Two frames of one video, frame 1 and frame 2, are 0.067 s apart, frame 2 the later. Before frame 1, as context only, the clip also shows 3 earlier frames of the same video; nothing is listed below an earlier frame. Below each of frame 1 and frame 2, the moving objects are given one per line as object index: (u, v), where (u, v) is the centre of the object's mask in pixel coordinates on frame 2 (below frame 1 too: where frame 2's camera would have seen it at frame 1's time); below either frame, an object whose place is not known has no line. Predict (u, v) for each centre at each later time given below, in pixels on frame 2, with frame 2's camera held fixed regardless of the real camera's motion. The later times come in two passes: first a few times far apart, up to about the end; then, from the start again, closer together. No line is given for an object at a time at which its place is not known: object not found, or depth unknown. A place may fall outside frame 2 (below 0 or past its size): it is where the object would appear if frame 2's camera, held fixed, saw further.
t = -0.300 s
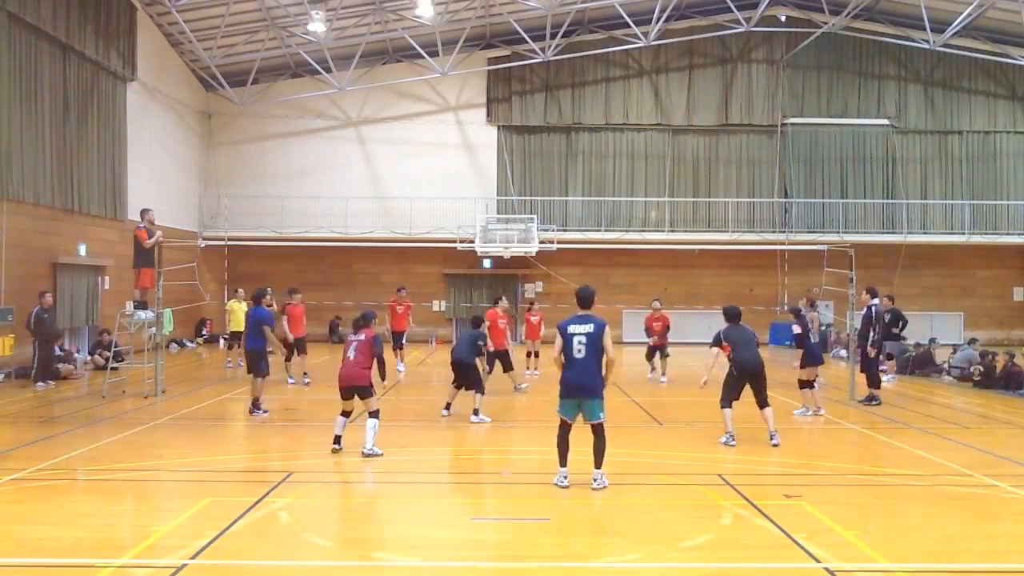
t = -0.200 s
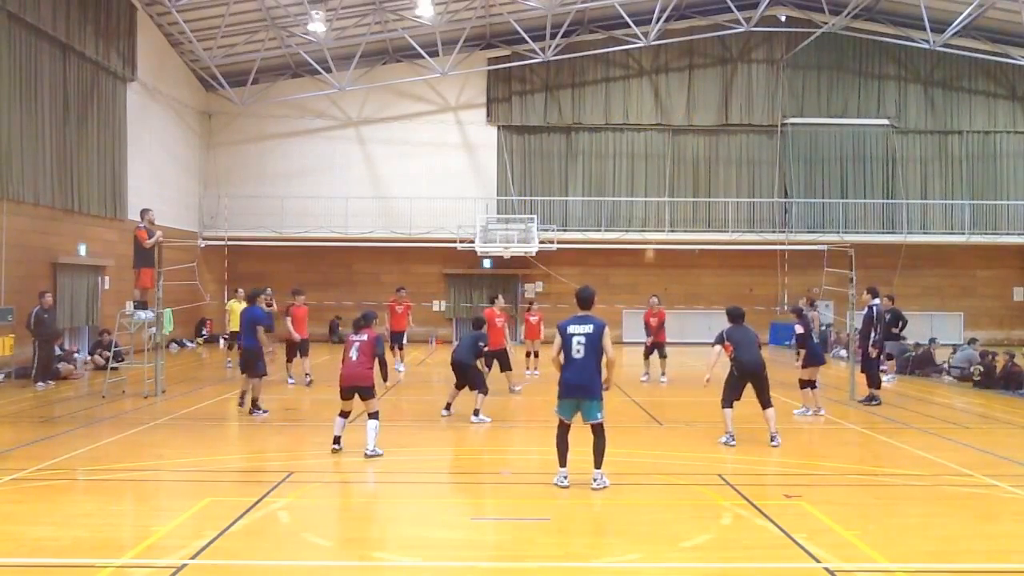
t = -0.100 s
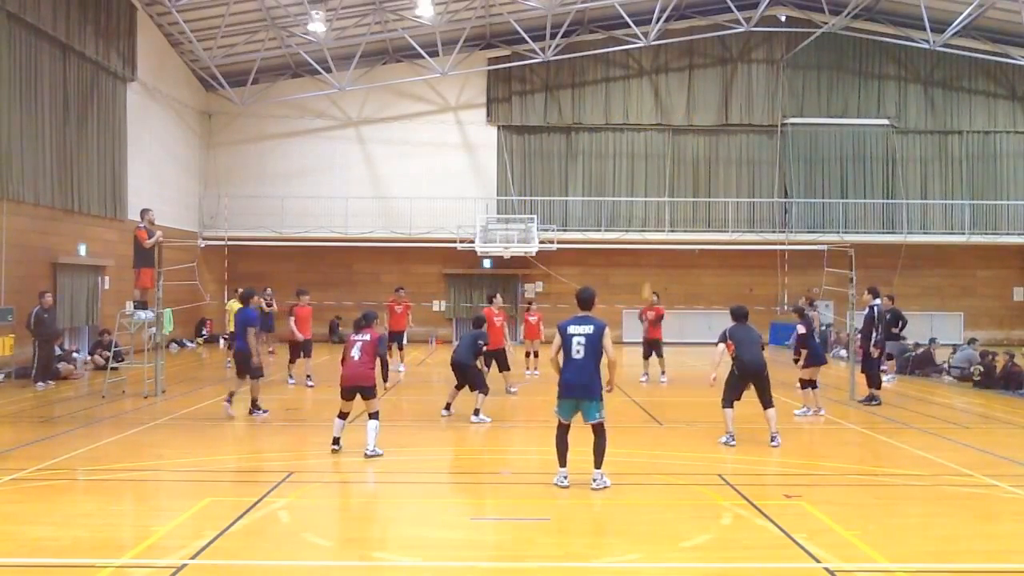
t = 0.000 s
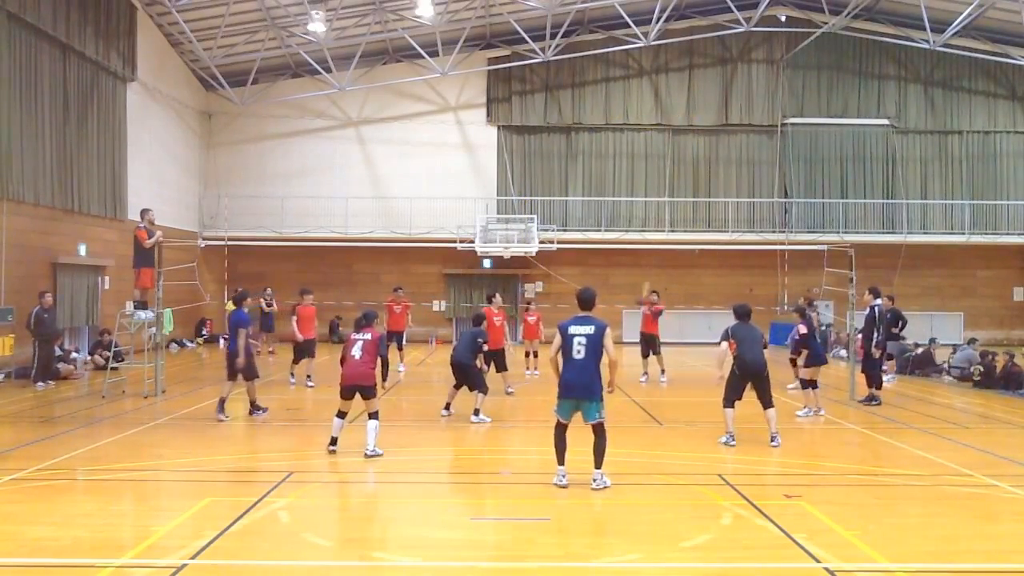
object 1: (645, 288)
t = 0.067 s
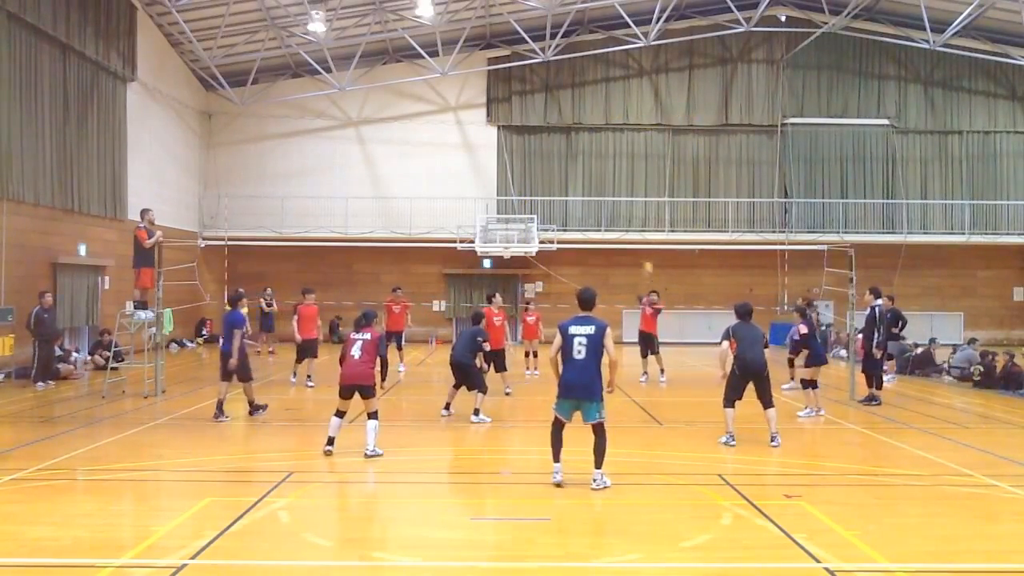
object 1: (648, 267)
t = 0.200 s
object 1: (649, 231)
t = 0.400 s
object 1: (654, 191)
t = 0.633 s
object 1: (660, 171)
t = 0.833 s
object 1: (665, 178)
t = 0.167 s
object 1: (649, 241)
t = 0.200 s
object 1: (649, 231)
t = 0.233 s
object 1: (649, 225)
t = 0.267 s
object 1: (651, 215)
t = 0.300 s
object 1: (652, 208)
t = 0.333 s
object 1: (653, 202)
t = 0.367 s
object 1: (653, 197)
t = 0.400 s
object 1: (654, 191)
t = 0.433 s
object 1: (655, 187)
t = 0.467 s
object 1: (656, 183)
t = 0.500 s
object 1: (657, 180)
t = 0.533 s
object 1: (657, 177)
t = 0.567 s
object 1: (658, 173)
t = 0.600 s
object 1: (659, 171)
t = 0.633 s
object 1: (660, 171)
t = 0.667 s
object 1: (660, 170)
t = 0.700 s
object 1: (661, 171)
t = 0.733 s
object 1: (662, 172)
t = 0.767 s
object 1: (663, 173)
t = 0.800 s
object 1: (664, 175)
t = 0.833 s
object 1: (665, 178)
